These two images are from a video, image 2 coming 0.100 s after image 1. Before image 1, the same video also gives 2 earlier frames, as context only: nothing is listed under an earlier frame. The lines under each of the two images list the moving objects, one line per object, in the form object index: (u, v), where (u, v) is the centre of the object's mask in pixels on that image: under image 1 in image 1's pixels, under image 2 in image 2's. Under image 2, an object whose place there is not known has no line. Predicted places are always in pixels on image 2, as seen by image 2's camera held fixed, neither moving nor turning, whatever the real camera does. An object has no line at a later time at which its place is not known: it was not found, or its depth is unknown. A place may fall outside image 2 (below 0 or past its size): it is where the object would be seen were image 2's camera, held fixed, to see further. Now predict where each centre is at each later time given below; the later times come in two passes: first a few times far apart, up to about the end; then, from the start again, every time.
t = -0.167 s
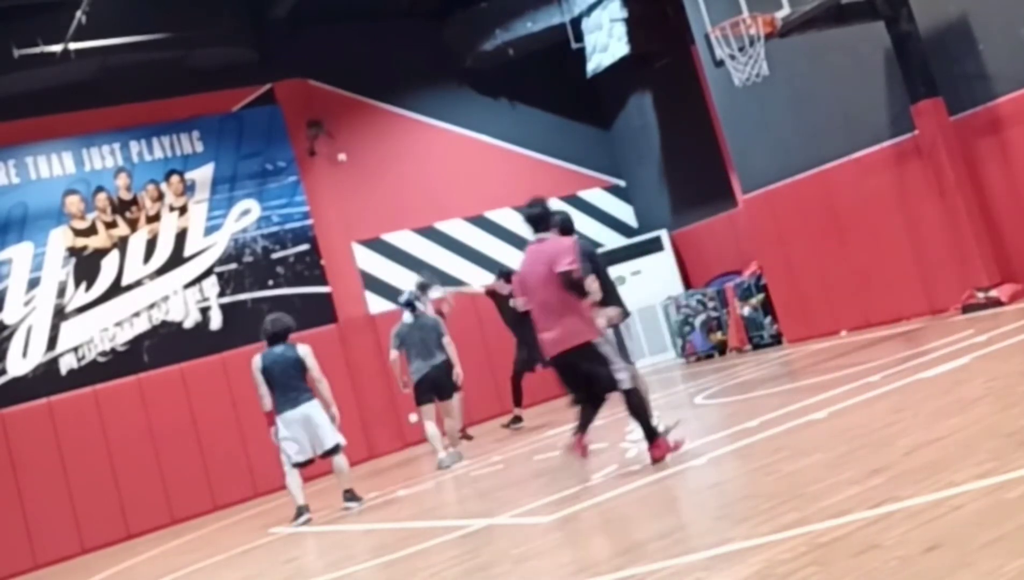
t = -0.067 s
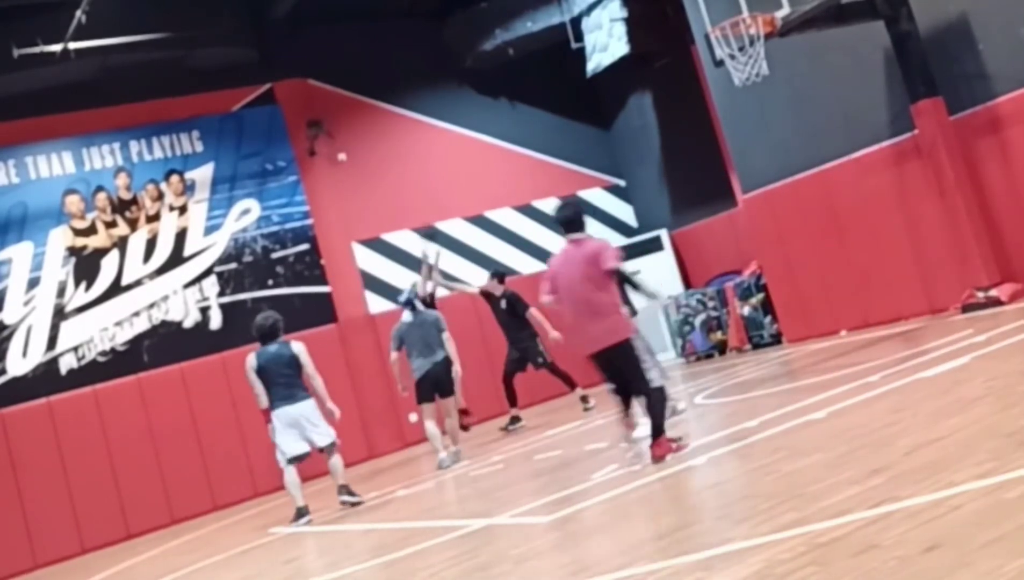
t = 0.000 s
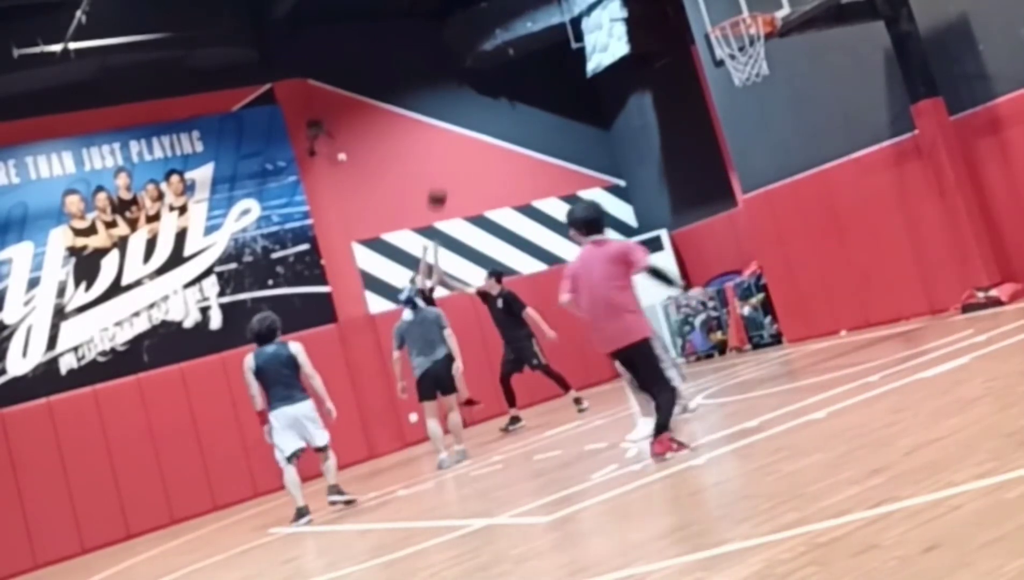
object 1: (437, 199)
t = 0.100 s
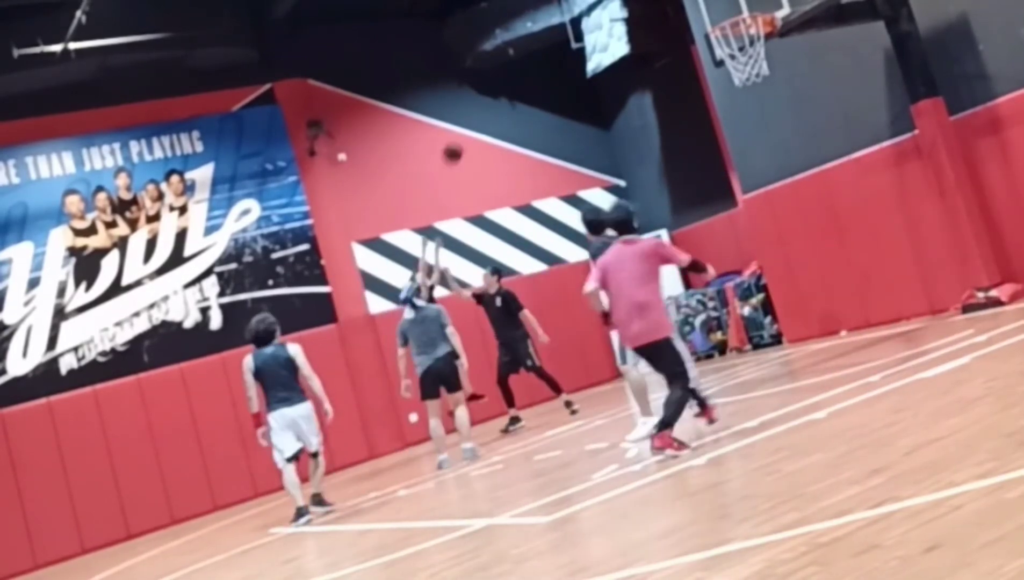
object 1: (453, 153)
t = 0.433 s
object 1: (526, 54)
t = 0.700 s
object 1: (610, 40)
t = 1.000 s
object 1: (742, 110)
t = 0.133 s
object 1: (458, 140)
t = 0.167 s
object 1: (465, 128)
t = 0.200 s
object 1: (472, 113)
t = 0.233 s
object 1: (479, 102)
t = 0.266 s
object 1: (486, 91)
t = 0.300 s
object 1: (493, 84)
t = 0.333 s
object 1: (500, 75)
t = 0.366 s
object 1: (508, 66)
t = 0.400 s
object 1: (516, 59)
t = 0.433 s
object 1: (526, 54)
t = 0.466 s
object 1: (536, 48)
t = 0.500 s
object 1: (545, 44)
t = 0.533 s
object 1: (554, 41)
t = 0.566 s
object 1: (564, 38)
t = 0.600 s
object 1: (573, 38)
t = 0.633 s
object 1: (584, 38)
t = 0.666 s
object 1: (599, 39)
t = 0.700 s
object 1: (610, 40)
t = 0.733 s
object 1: (627, 44)
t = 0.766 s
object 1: (639, 47)
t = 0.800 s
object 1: (649, 52)
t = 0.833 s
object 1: (663, 58)
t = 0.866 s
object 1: (676, 65)
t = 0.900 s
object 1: (690, 73)
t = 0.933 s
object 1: (704, 84)
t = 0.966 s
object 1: (725, 98)
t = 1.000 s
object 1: (742, 110)
